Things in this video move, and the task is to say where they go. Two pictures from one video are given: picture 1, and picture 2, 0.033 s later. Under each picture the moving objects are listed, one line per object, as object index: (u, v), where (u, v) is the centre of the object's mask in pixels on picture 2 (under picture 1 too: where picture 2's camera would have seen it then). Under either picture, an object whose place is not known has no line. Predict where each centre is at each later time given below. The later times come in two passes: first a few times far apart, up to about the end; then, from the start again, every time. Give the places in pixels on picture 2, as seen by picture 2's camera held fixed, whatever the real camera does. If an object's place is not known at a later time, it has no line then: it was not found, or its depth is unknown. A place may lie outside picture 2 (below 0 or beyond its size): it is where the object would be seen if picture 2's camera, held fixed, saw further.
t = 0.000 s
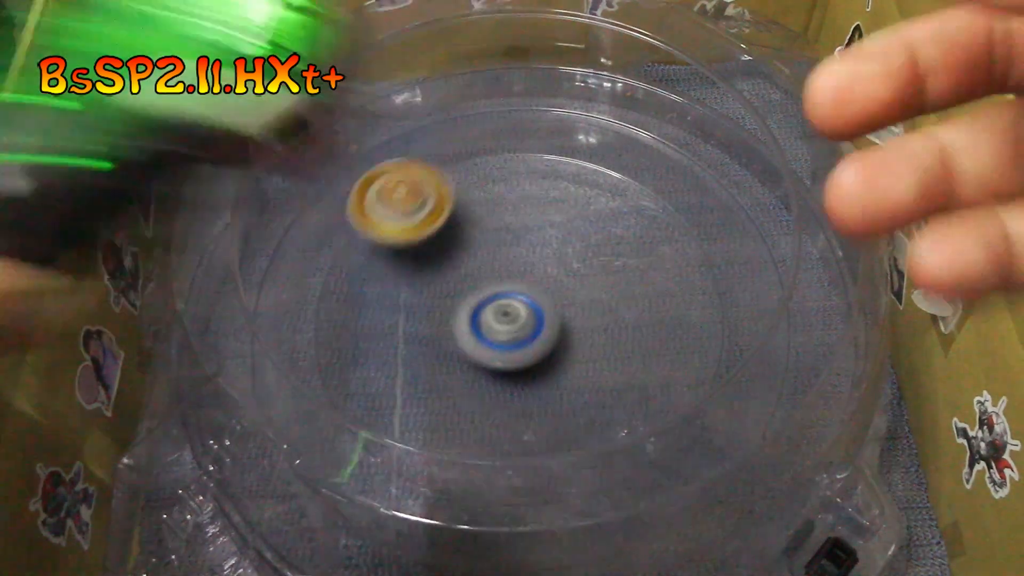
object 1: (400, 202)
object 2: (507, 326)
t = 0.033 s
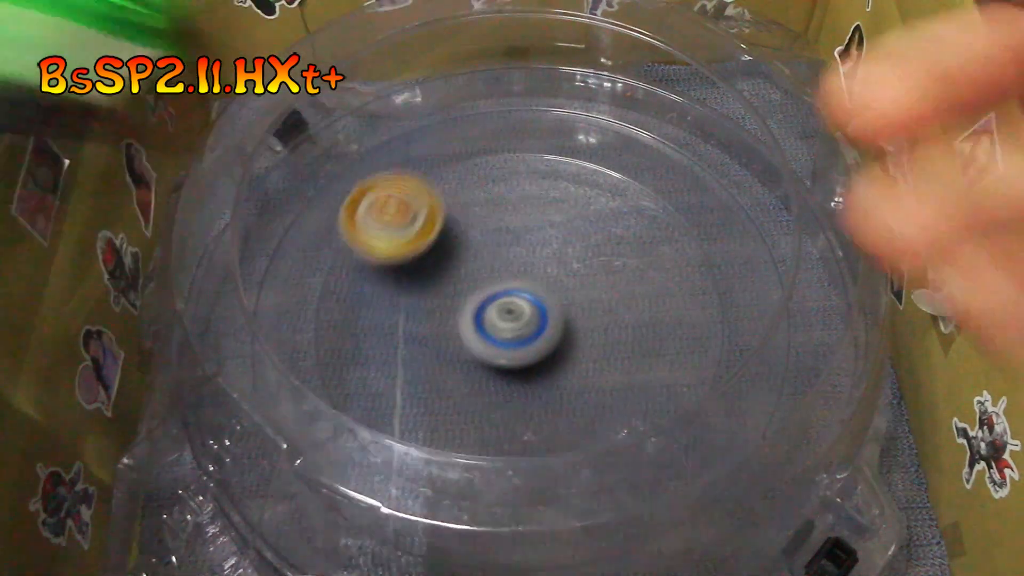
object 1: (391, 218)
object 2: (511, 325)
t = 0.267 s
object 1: (397, 352)
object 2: (536, 318)
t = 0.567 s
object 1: (537, 399)
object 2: (581, 273)
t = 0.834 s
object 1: (537, 349)
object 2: (514, 257)
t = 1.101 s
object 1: (557, 308)
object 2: (452, 278)
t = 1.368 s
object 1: (471, 184)
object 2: (575, 392)
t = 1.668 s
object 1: (425, 362)
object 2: (676, 117)
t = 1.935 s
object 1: (497, 267)
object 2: (292, 422)
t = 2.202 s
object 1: (510, 300)
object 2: (407, 319)
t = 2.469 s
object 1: (638, 398)
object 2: (507, 227)
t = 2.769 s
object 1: (460, 257)
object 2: (423, 163)
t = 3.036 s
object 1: (545, 303)
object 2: (477, 238)
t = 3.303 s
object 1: (476, 303)
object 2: (577, 295)
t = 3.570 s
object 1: (461, 302)
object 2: (571, 314)
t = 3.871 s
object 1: (445, 291)
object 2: (567, 341)
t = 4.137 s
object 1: (466, 269)
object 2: (583, 366)
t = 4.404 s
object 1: (471, 300)
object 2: (556, 343)
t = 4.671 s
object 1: (459, 307)
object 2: (566, 279)
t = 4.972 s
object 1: (480, 337)
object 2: (519, 263)
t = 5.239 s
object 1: (500, 359)
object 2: (485, 261)
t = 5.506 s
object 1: (500, 339)
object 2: (488, 248)
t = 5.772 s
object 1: (502, 340)
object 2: (516, 255)
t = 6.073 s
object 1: (506, 342)
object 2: (516, 257)
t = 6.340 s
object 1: (508, 341)
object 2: (516, 257)
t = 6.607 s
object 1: (508, 341)
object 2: (516, 257)
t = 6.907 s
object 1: (508, 341)
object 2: (516, 257)
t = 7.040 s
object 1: (508, 341)
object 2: (516, 257)
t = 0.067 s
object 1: (384, 236)
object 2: (516, 322)
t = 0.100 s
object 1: (378, 258)
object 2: (520, 320)
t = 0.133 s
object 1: (375, 281)
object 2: (523, 319)
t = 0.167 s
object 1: (375, 302)
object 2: (526, 318)
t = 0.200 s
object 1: (380, 322)
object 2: (530, 318)
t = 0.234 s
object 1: (387, 338)
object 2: (534, 318)
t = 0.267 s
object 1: (397, 352)
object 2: (536, 318)
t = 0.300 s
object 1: (410, 363)
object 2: (538, 319)
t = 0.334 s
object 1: (424, 372)
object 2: (540, 319)
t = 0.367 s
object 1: (439, 379)
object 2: (541, 320)
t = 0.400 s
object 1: (454, 383)
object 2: (542, 320)
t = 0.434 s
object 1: (464, 388)
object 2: (548, 317)
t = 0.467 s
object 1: (472, 392)
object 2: (557, 310)
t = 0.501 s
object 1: (483, 394)
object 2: (564, 306)
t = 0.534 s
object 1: (495, 393)
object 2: (568, 302)
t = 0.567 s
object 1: (537, 399)
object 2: (581, 273)
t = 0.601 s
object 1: (571, 369)
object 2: (575, 274)
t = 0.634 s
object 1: (569, 408)
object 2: (553, 216)
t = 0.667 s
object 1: (569, 384)
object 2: (539, 206)
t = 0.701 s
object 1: (560, 345)
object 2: (535, 249)
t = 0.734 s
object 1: (560, 374)
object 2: (520, 234)
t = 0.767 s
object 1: (558, 359)
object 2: (525, 254)
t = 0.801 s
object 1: (548, 362)
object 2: (519, 256)
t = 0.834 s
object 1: (537, 349)
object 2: (514, 257)
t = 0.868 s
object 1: (526, 352)
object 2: (500, 243)
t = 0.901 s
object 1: (512, 343)
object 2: (491, 235)
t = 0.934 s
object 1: (504, 377)
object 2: (484, 212)
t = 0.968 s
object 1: (522, 382)
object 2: (475, 206)
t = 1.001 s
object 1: (528, 345)
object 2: (471, 235)
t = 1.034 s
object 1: (557, 365)
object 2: (445, 229)
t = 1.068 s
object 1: (568, 342)
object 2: (439, 247)
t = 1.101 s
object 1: (557, 308)
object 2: (452, 278)
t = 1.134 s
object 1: (576, 300)
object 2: (439, 286)
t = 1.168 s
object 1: (562, 273)
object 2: (449, 306)
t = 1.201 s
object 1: (539, 252)
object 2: (466, 324)
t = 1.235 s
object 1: (560, 188)
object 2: (447, 369)
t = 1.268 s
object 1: (530, 187)
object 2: (460, 371)
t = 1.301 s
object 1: (505, 221)
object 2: (492, 349)
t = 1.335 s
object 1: (482, 190)
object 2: (551, 378)
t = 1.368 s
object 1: (471, 184)
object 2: (575, 392)
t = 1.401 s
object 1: (471, 219)
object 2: (564, 372)
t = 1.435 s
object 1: (476, 256)
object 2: (546, 329)
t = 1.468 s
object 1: (456, 251)
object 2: (576, 312)
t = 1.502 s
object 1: (430, 277)
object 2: (619, 300)
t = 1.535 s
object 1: (241, 275)
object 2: (782, 280)
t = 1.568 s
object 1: (238, 300)
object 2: (804, 246)
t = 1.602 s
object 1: (279, 319)
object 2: (764, 193)
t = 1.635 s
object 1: (314, 325)
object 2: (720, 152)
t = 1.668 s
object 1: (425, 362)
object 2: (676, 117)
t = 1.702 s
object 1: (607, 345)
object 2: (626, 91)
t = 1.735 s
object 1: (666, 224)
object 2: (577, 84)
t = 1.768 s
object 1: (600, 153)
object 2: (520, 78)
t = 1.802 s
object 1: (648, 332)
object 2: (349, 152)
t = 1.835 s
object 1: (599, 449)
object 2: (271, 271)
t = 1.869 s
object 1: (528, 452)
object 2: (272, 373)
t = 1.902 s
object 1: (494, 371)
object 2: (292, 420)
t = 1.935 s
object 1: (497, 267)
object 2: (292, 422)
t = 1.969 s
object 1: (496, 246)
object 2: (290, 422)
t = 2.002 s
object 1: (469, 331)
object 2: (289, 421)
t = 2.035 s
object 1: (514, 416)
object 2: (288, 420)
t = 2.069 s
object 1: (560, 420)
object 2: (291, 423)
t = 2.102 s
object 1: (566, 382)
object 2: (305, 426)
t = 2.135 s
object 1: (547, 331)
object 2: (325, 420)
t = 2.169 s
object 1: (526, 310)
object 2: (344, 404)
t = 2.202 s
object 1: (510, 300)
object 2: (407, 319)
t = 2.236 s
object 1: (582, 265)
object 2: (425, 235)
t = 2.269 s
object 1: (586, 268)
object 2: (481, 205)
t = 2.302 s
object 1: (596, 340)
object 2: (506, 220)
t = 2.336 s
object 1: (529, 366)
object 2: (534, 265)
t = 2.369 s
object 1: (493, 413)
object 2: (530, 256)
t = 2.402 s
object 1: (525, 391)
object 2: (532, 269)
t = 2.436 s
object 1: (590, 389)
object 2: (515, 228)
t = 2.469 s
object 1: (638, 398)
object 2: (507, 227)
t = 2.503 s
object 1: (626, 381)
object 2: (518, 264)
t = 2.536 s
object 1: (592, 362)
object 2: (514, 292)
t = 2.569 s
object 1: (575, 357)
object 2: (498, 292)
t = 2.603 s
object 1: (557, 355)
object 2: (487, 276)
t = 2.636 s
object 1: (585, 410)
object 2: (428, 181)
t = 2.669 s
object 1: (588, 415)
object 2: (407, 139)
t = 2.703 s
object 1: (572, 376)
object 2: (405, 142)
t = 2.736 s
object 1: (527, 305)
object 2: (408, 145)
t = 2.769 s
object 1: (460, 257)
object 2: (423, 163)
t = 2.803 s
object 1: (430, 360)
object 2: (508, 141)
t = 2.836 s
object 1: (473, 387)
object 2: (611, 235)
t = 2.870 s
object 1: (508, 362)
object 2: (618, 387)
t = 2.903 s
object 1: (509, 331)
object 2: (542, 462)
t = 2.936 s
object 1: (520, 322)
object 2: (458, 452)
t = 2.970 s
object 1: (533, 310)
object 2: (409, 391)
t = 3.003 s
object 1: (541, 304)
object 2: (410, 313)
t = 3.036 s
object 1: (545, 303)
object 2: (477, 238)
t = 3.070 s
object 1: (547, 311)
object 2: (551, 201)
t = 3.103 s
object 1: (543, 310)
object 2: (588, 219)
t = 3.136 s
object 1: (513, 321)
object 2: (591, 242)
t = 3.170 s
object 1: (490, 317)
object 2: (584, 267)
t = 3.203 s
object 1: (475, 310)
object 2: (583, 288)
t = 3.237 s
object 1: (475, 307)
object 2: (578, 291)
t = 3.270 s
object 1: (475, 305)
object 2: (579, 293)
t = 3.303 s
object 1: (476, 303)
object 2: (577, 295)
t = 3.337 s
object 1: (472, 301)
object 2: (580, 296)
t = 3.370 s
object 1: (457, 297)
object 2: (591, 300)
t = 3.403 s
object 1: (450, 296)
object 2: (598, 297)
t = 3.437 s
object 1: (450, 295)
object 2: (594, 302)
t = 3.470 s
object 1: (451, 296)
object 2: (591, 303)
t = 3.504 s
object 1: (453, 299)
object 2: (586, 305)
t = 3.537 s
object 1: (456, 301)
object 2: (579, 308)
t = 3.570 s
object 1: (461, 302)
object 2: (571, 314)
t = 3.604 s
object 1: (457, 303)
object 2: (572, 316)
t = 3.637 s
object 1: (439, 291)
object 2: (587, 323)
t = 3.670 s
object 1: (423, 286)
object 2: (598, 325)
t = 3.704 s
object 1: (420, 280)
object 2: (597, 329)
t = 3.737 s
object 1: (421, 279)
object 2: (596, 333)
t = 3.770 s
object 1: (426, 281)
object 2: (588, 336)
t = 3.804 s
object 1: (430, 285)
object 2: (583, 338)
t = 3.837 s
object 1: (438, 290)
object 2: (573, 339)
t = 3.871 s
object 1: (445, 291)
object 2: (567, 341)
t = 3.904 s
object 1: (453, 296)
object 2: (560, 339)
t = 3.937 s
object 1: (464, 298)
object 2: (557, 340)
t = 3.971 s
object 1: (469, 297)
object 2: (558, 340)
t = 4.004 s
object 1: (474, 297)
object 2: (559, 347)
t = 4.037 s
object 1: (473, 291)
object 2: (568, 351)
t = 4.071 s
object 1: (465, 278)
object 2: (574, 359)
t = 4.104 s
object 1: (465, 271)
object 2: (584, 365)
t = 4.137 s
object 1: (466, 269)
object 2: (583, 366)
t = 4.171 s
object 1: (468, 270)
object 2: (580, 368)
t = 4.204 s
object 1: (471, 274)
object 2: (580, 367)
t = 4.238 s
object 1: (471, 282)
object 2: (573, 366)
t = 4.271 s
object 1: (474, 285)
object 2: (567, 365)
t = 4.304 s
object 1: (476, 292)
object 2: (564, 359)
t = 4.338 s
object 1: (478, 297)
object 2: (558, 354)
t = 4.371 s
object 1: (474, 298)
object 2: (555, 353)
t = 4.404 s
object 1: (471, 300)
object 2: (556, 343)
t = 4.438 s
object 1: (469, 302)
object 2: (554, 333)
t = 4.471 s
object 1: (461, 303)
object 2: (556, 326)
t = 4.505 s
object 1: (457, 303)
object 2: (560, 316)
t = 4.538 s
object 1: (457, 303)
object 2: (561, 302)
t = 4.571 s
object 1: (458, 304)
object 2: (558, 297)
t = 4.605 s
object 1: (459, 307)
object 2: (560, 291)
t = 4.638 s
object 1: (458, 308)
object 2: (566, 284)
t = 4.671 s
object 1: (459, 307)
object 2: (566, 279)
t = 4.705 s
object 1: (462, 308)
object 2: (562, 280)
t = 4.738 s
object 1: (467, 311)
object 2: (560, 280)
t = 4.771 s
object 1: (467, 316)
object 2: (559, 277)
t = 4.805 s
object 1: (468, 318)
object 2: (552, 275)
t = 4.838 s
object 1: (469, 320)
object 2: (549, 274)
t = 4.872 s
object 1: (471, 324)
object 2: (544, 272)
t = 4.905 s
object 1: (475, 326)
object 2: (538, 268)
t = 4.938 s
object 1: (479, 331)
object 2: (530, 263)
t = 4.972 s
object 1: (480, 337)
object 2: (519, 263)
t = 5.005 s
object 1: (480, 345)
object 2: (512, 262)
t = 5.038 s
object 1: (485, 352)
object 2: (504, 261)
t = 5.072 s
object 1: (489, 358)
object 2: (496, 260)
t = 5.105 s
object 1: (492, 362)
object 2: (492, 259)
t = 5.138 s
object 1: (493, 363)
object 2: (488, 258)
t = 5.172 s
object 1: (495, 363)
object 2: (486, 258)
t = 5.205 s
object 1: (498, 361)
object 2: (485, 259)
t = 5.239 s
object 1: (500, 359)
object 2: (485, 261)
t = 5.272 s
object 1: (502, 353)
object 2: (484, 263)
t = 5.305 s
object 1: (503, 349)
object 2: (482, 264)
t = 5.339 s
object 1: (504, 348)
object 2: (479, 262)
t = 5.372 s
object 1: (504, 346)
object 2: (477, 259)
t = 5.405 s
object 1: (501, 342)
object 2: (476, 259)
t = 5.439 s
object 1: (499, 338)
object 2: (478, 256)
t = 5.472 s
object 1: (499, 338)
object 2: (483, 252)
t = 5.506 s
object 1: (500, 339)
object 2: (488, 248)
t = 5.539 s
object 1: (502, 338)
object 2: (493, 248)
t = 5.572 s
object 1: (503, 336)
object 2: (498, 249)
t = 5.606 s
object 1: (505, 336)
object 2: (502, 249)
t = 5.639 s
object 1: (506, 337)
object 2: (507, 249)
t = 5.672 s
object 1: (505, 338)
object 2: (511, 250)
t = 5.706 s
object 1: (504, 339)
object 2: (514, 251)
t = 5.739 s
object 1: (503, 339)
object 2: (515, 253)
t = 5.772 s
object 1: (502, 340)
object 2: (516, 255)
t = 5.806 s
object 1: (502, 341)
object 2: (517, 256)
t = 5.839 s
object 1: (502, 342)
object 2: (516, 256)
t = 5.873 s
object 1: (502, 342)
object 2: (515, 256)
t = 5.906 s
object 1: (502, 342)
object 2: (515, 256)
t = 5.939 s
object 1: (502, 342)
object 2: (514, 256)
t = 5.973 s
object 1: (502, 342)
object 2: (514, 257)
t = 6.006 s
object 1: (504, 342)
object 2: (515, 257)
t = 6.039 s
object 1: (505, 342)
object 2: (516, 257)
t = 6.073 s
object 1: (506, 342)
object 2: (516, 257)
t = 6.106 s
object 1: (507, 341)
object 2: (515, 256)
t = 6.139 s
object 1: (508, 341)
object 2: (515, 256)
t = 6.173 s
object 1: (508, 341)
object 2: (516, 257)
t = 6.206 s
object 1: (508, 341)
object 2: (516, 257)
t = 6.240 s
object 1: (508, 341)
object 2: (516, 257)
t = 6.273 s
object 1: (508, 341)
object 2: (516, 257)
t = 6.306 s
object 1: (508, 341)
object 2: (516, 257)
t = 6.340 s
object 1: (508, 341)
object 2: (516, 257)
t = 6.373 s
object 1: (508, 341)
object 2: (516, 257)
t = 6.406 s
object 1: (508, 341)
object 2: (516, 257)
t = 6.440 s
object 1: (508, 341)
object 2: (516, 257)
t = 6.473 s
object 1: (508, 341)
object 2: (516, 257)
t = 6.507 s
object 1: (508, 341)
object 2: (516, 257)
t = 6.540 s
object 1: (508, 341)
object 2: (516, 257)
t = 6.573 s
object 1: (508, 341)
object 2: (516, 257)
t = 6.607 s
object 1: (508, 341)
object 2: (516, 257)
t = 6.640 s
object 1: (508, 341)
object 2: (516, 257)
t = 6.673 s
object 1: (508, 341)
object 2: (516, 257)
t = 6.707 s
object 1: (508, 341)
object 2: (516, 257)
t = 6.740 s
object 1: (508, 341)
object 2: (516, 257)
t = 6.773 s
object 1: (508, 341)
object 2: (516, 257)
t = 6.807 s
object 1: (508, 341)
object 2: (516, 257)
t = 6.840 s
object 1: (508, 341)
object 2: (516, 257)
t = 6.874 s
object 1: (508, 341)
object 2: (516, 257)
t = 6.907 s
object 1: (508, 341)
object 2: (516, 257)
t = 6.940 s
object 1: (508, 341)
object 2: (516, 257)
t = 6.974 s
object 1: (508, 341)
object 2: (516, 257)
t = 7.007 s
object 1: (508, 341)
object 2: (516, 257)
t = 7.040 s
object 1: (508, 341)
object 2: (516, 257)
